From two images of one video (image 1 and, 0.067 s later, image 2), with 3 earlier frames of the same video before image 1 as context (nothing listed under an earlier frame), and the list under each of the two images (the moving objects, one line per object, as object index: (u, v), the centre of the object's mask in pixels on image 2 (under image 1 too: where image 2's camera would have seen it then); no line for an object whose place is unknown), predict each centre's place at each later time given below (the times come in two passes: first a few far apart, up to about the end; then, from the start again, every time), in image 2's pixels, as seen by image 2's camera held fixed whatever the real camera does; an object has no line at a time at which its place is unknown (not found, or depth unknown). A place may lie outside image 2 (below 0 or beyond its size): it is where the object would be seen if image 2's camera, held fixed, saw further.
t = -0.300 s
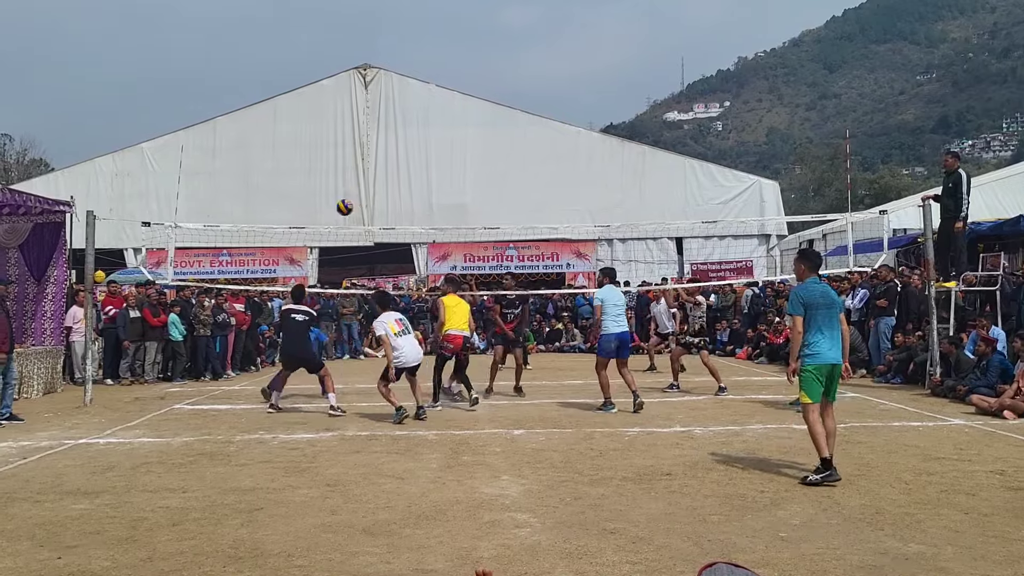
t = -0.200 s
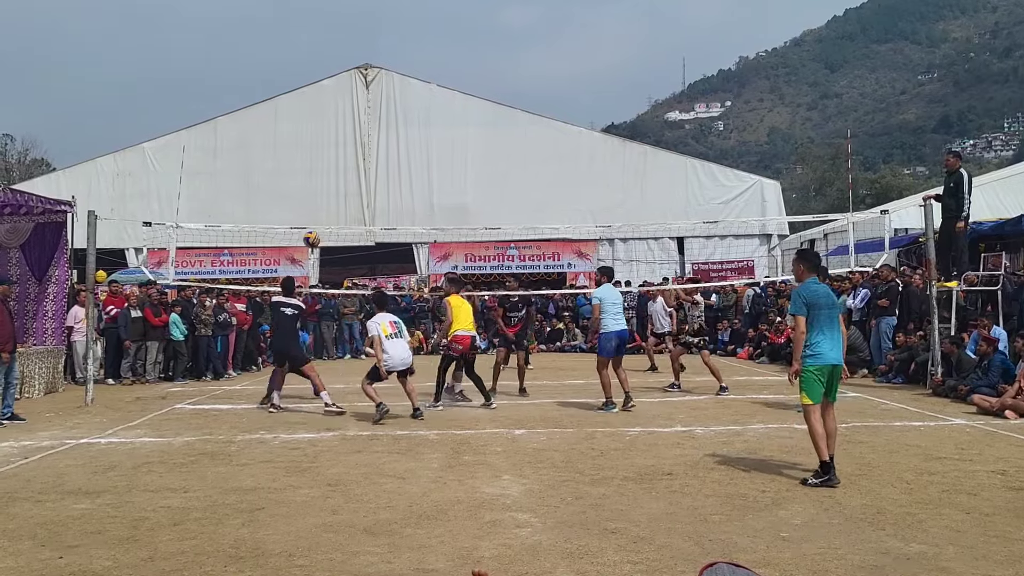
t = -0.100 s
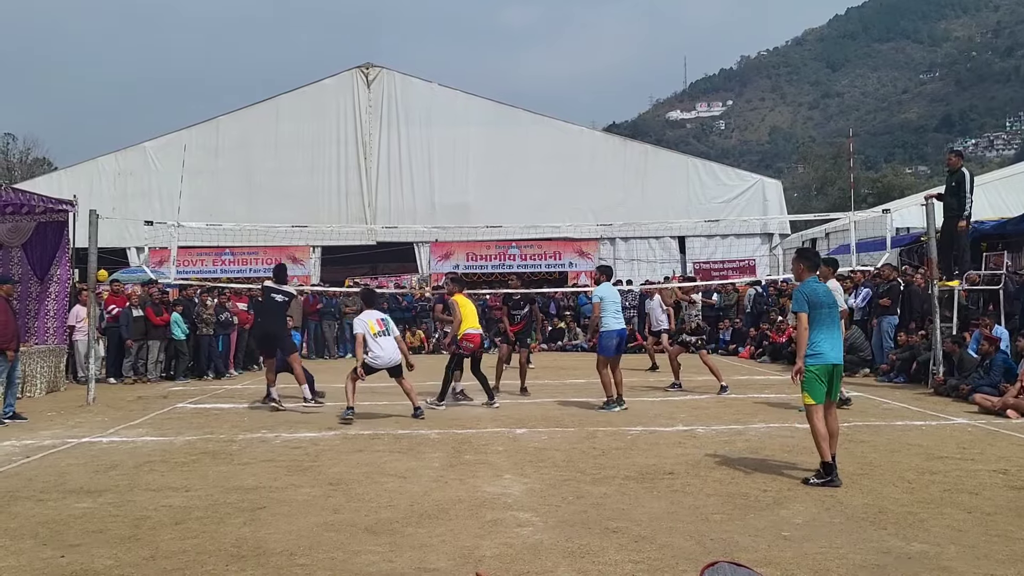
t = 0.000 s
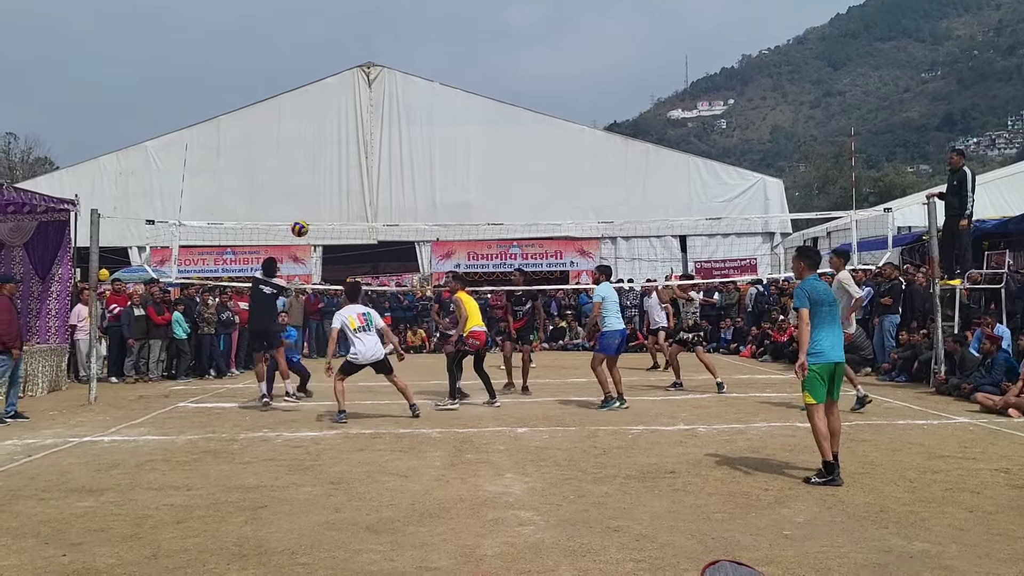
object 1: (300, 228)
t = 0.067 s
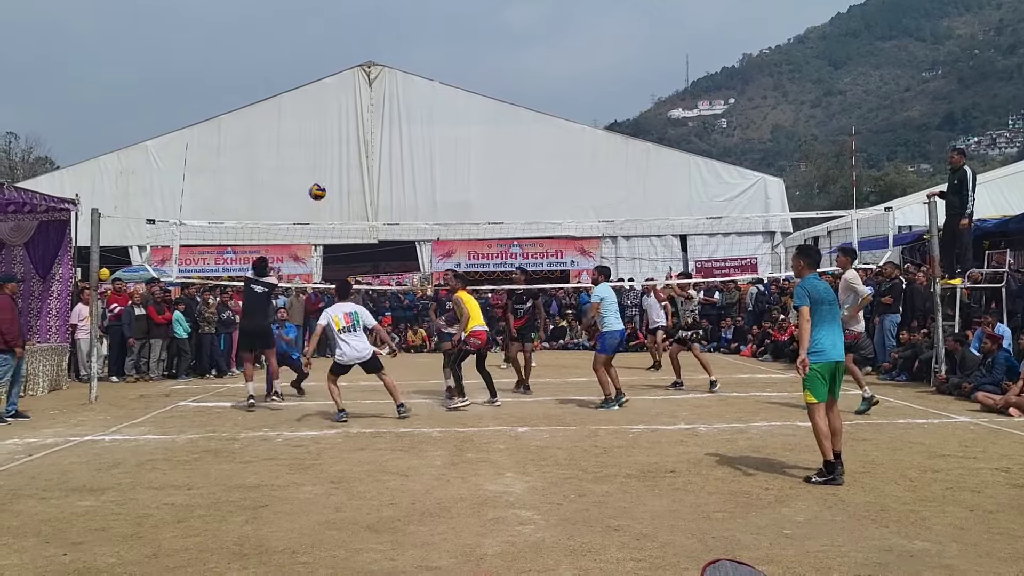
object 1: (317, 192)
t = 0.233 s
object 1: (359, 117)
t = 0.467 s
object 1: (419, 48)
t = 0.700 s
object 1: (480, 22)
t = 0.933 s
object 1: (539, 39)
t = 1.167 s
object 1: (596, 98)
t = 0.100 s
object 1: (325, 175)
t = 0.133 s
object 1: (334, 159)
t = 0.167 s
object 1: (342, 144)
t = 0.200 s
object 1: (351, 130)
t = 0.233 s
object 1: (359, 117)
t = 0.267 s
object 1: (367, 104)
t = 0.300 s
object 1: (376, 93)
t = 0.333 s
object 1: (385, 82)
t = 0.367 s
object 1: (393, 72)
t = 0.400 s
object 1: (402, 63)
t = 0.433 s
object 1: (411, 56)
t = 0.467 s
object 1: (419, 48)
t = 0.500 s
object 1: (428, 42)
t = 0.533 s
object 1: (436, 36)
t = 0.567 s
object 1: (445, 32)
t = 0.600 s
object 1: (454, 29)
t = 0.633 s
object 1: (463, 25)
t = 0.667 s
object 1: (471, 24)
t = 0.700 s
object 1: (480, 22)
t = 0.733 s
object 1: (488, 22)
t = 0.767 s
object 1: (496, 23)
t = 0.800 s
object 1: (505, 24)
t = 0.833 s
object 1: (513, 27)
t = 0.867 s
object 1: (522, 30)
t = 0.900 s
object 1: (530, 34)
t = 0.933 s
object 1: (539, 39)
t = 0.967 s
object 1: (547, 45)
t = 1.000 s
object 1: (556, 52)
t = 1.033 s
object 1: (564, 60)
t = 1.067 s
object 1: (572, 68)
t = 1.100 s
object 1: (580, 77)
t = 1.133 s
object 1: (588, 88)
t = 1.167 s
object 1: (596, 98)
